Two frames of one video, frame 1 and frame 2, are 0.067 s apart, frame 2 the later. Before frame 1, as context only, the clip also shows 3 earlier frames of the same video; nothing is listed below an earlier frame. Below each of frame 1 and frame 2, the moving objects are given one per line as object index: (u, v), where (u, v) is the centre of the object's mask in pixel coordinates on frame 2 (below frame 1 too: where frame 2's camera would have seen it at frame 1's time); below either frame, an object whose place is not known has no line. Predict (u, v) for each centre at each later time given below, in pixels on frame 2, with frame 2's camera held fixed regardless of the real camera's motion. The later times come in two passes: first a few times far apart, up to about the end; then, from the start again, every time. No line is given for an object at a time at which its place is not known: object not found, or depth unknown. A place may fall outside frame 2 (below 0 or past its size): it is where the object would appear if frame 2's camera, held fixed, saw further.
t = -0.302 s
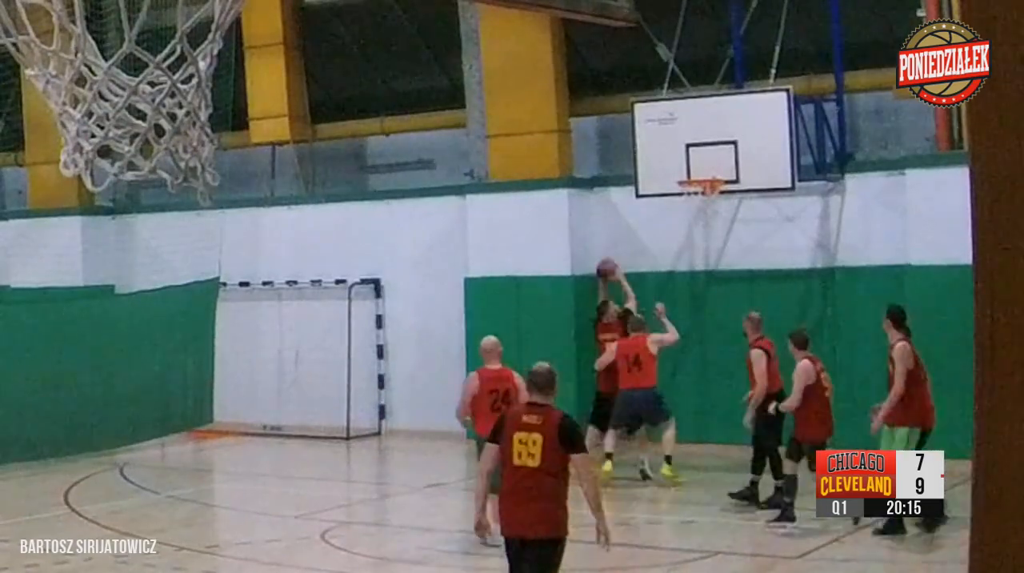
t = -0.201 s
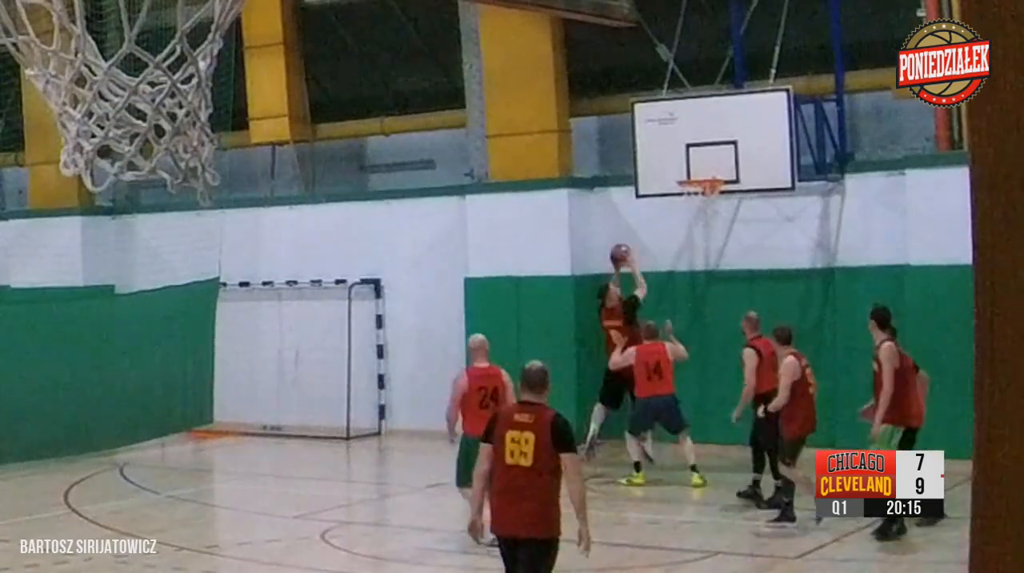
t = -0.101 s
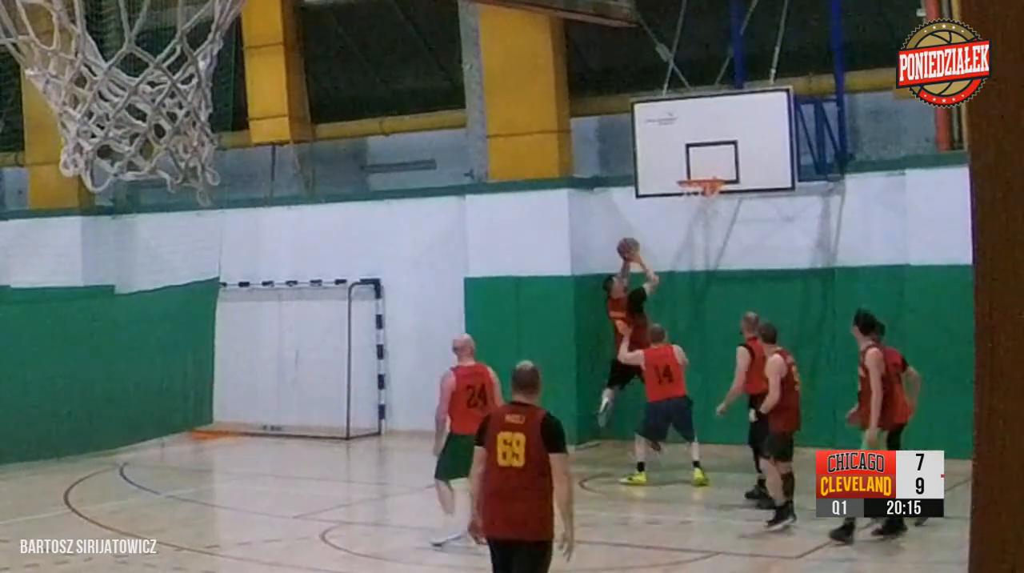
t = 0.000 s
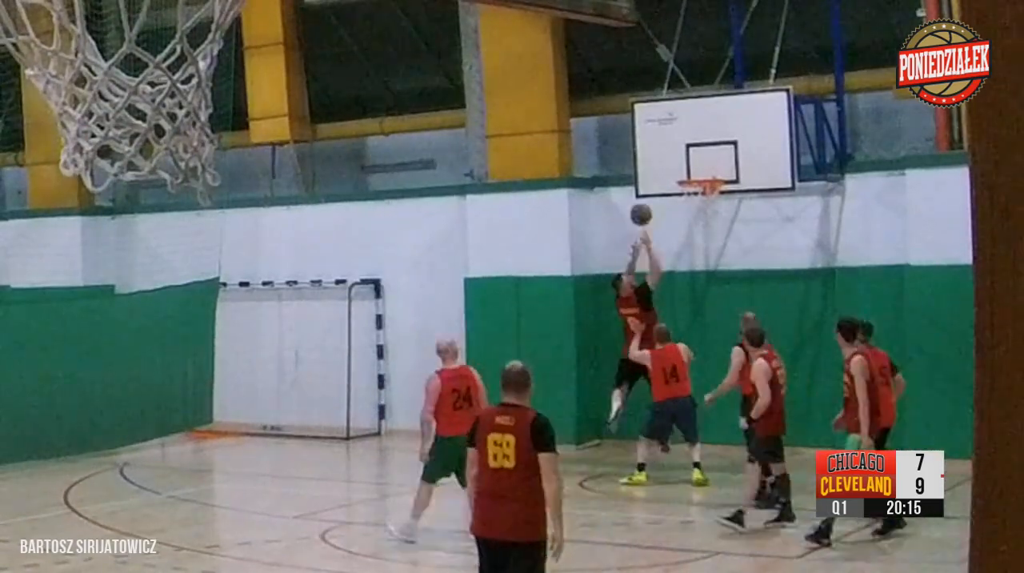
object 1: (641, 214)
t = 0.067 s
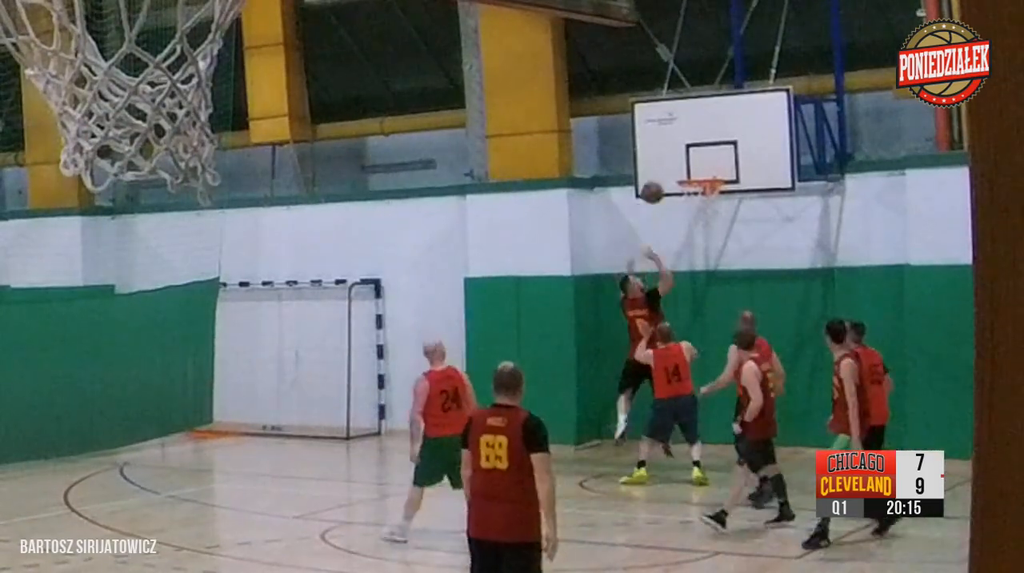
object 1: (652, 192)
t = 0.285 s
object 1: (673, 163)
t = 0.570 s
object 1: (688, 170)
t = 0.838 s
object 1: (706, 204)
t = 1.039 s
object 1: (717, 259)
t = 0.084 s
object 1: (655, 187)
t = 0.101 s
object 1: (657, 184)
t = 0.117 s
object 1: (660, 179)
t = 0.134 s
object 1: (663, 175)
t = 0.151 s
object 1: (666, 172)
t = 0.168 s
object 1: (668, 170)
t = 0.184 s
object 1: (668, 168)
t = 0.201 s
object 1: (669, 166)
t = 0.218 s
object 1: (670, 165)
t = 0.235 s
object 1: (671, 164)
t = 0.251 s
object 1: (671, 163)
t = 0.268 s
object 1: (672, 163)
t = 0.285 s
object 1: (673, 163)
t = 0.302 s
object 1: (673, 163)
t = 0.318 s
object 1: (674, 164)
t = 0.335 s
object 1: (675, 165)
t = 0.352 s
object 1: (675, 166)
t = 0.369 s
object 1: (677, 167)
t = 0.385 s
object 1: (677, 169)
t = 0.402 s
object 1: (678, 169)
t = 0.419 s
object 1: (679, 168)
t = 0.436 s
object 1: (681, 167)
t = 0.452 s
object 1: (681, 167)
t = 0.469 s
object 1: (682, 167)
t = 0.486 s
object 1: (683, 167)
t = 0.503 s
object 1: (684, 167)
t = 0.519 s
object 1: (685, 168)
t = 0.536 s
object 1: (686, 168)
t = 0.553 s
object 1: (687, 169)
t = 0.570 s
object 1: (688, 170)
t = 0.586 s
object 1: (689, 171)
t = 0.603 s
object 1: (690, 172)
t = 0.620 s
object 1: (691, 172)
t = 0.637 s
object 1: (692, 172)
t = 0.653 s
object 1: (694, 173)
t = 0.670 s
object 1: (695, 174)
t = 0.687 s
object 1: (696, 174)
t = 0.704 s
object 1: (697, 175)
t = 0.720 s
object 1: (698, 175)
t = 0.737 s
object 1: (699, 185)
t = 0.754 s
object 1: (700, 189)
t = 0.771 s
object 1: (700, 194)
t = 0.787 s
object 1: (703, 196)
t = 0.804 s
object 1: (704, 199)
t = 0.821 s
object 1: (706, 200)
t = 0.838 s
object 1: (706, 204)
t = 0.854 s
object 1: (708, 208)
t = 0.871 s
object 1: (709, 212)
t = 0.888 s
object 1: (710, 215)
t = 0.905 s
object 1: (711, 219)
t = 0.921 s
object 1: (712, 223)
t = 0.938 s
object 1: (713, 228)
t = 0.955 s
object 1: (713, 232)
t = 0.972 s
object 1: (714, 237)
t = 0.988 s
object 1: (715, 242)
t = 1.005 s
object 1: (716, 247)
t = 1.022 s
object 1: (717, 253)
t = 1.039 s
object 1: (717, 259)
